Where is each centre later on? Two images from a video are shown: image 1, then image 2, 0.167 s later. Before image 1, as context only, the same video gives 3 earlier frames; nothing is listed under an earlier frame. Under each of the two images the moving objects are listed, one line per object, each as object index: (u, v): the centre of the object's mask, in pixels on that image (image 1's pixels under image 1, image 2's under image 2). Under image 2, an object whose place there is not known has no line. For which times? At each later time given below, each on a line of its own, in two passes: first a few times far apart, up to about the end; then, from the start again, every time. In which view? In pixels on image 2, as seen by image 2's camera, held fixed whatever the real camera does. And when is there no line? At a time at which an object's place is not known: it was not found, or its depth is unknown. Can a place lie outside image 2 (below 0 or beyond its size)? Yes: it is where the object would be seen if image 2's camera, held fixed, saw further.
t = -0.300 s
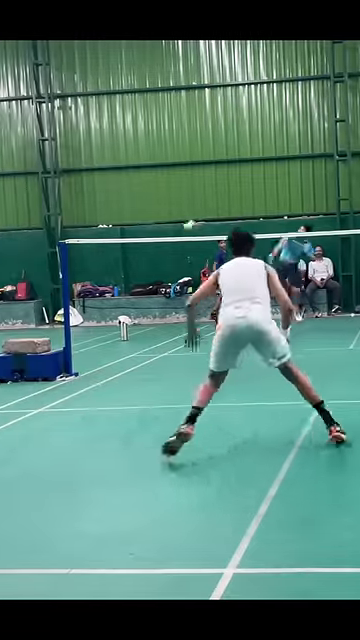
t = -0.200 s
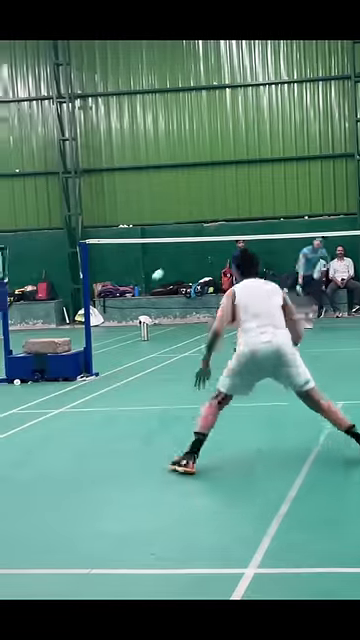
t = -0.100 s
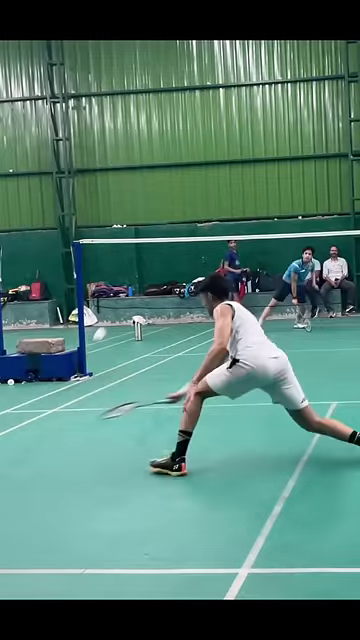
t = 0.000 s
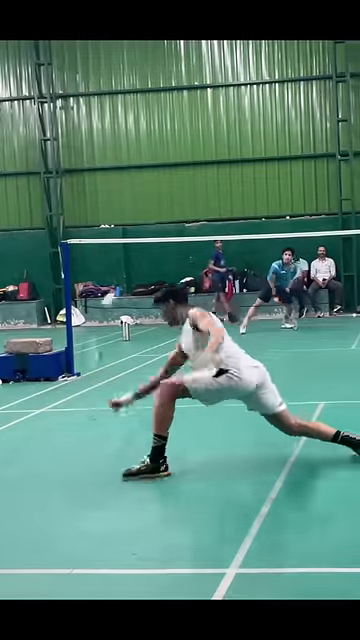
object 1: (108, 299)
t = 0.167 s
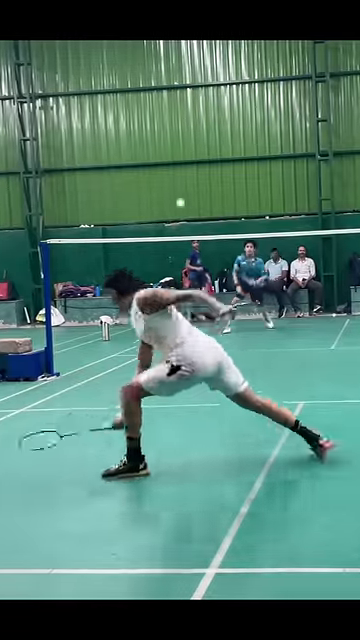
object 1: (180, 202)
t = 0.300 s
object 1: (213, 178)
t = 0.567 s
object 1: (255, 186)
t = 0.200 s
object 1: (190, 194)
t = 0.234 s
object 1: (198, 187)
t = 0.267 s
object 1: (206, 182)
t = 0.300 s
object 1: (213, 178)
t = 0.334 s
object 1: (220, 176)
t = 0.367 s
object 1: (226, 175)
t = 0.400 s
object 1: (232, 174)
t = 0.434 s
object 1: (237, 175)
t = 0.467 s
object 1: (242, 177)
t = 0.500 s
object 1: (247, 179)
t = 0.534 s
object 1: (251, 182)
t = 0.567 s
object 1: (255, 186)
